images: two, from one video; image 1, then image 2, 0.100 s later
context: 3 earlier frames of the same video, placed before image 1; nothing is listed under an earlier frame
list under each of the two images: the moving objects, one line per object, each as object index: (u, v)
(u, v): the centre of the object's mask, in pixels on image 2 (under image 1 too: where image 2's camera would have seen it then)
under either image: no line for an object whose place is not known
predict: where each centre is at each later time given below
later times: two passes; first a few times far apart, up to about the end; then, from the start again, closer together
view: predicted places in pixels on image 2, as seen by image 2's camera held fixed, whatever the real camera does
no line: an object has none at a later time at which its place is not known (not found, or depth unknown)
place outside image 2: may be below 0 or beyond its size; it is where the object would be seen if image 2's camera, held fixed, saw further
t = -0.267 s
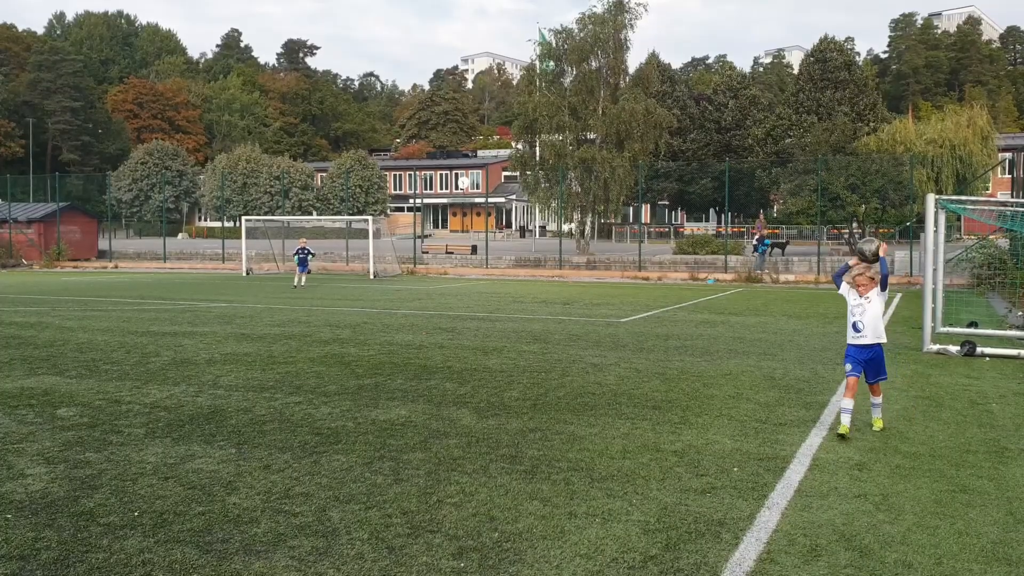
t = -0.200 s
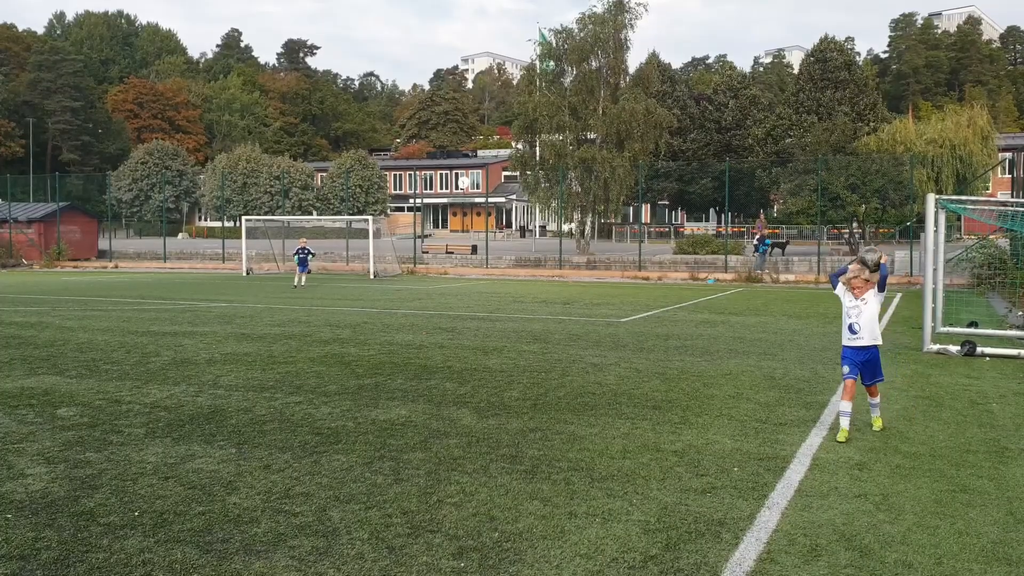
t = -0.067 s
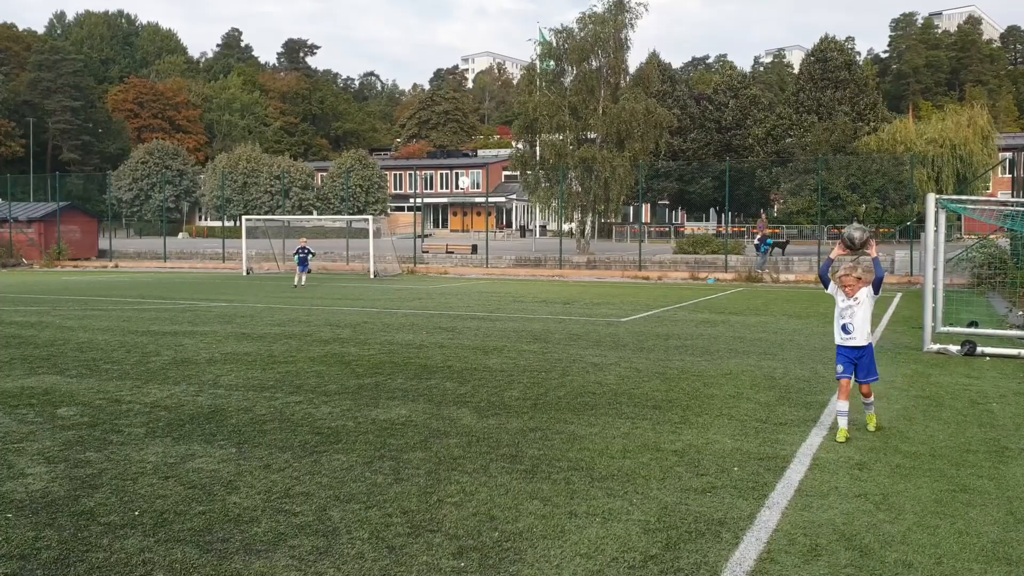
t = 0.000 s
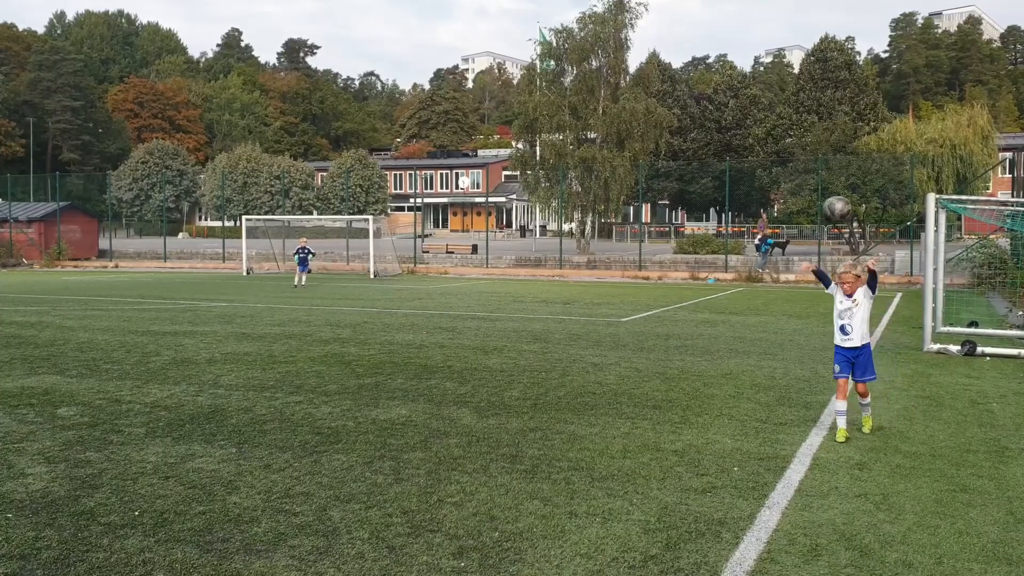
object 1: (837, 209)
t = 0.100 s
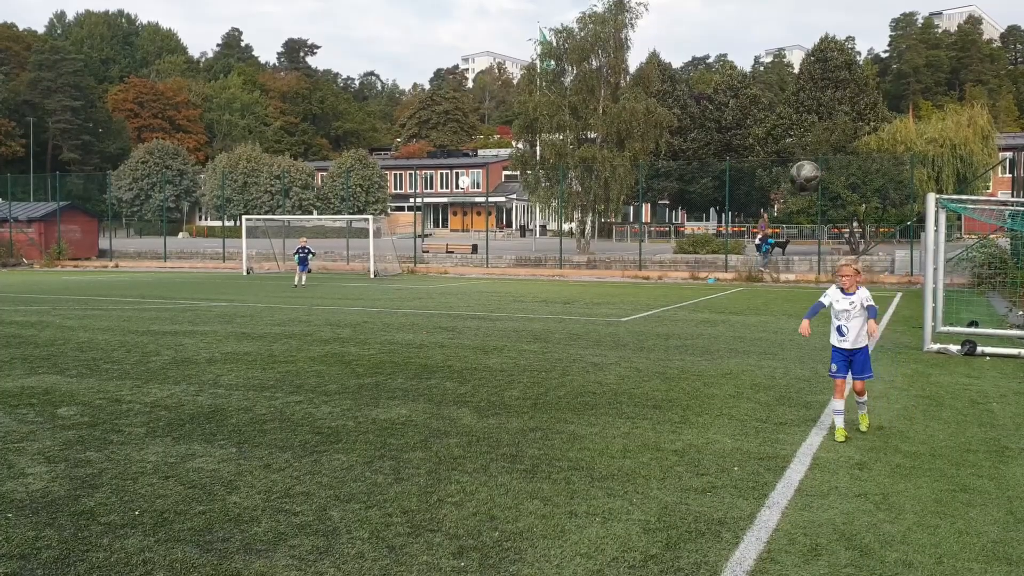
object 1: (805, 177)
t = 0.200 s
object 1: (768, 154)
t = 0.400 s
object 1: (670, 152)
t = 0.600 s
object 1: (530, 246)
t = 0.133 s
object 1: (793, 167)
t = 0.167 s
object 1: (781, 160)
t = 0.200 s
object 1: (768, 154)
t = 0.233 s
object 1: (753, 148)
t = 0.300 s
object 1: (723, 145)
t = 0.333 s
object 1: (706, 146)
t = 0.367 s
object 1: (688, 148)
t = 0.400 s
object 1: (670, 152)
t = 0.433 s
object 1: (650, 160)
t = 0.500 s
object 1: (607, 184)
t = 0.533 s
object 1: (583, 200)
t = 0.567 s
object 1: (558, 221)
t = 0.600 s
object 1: (530, 246)
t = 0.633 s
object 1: (501, 276)
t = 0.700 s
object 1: (436, 352)
